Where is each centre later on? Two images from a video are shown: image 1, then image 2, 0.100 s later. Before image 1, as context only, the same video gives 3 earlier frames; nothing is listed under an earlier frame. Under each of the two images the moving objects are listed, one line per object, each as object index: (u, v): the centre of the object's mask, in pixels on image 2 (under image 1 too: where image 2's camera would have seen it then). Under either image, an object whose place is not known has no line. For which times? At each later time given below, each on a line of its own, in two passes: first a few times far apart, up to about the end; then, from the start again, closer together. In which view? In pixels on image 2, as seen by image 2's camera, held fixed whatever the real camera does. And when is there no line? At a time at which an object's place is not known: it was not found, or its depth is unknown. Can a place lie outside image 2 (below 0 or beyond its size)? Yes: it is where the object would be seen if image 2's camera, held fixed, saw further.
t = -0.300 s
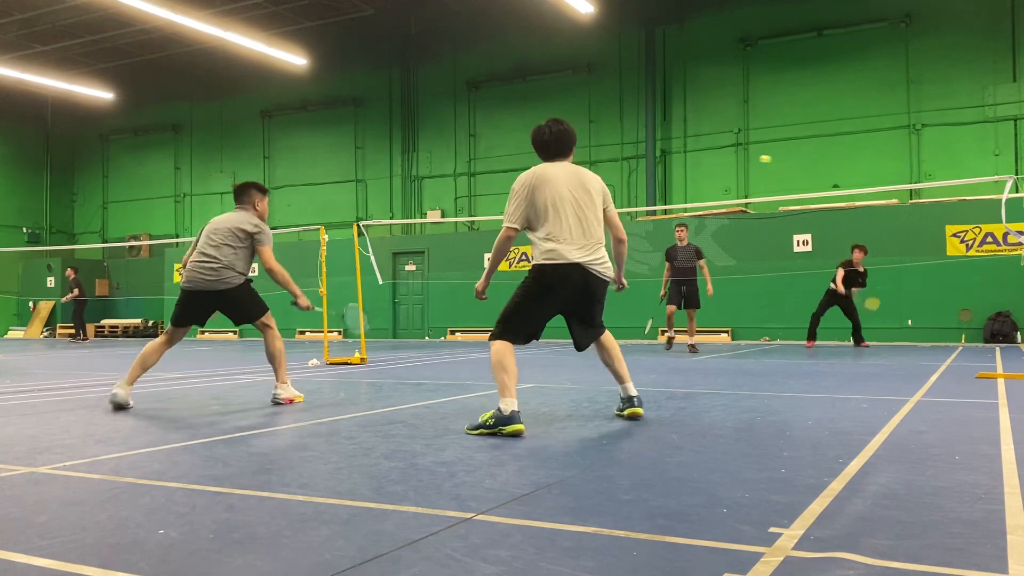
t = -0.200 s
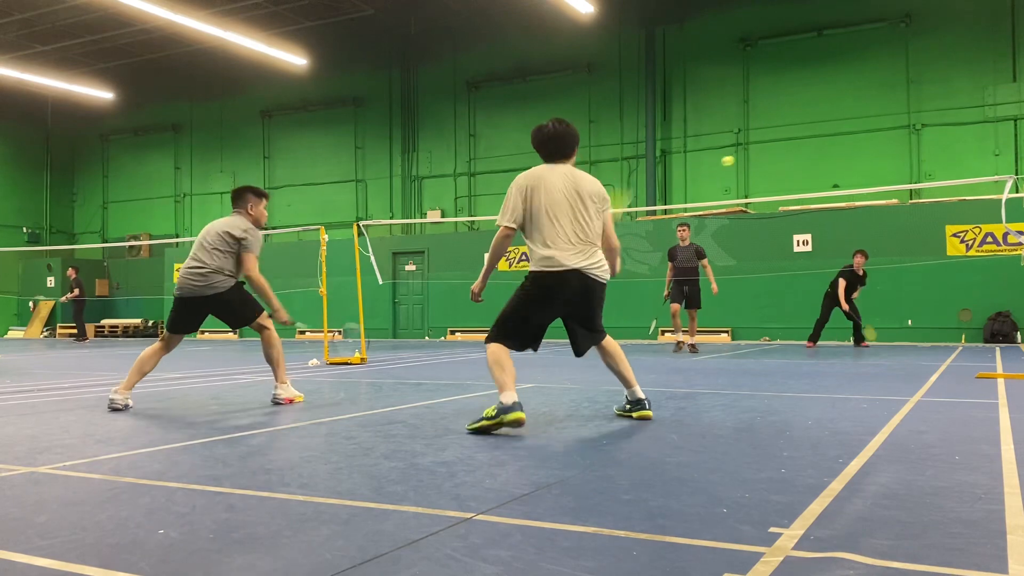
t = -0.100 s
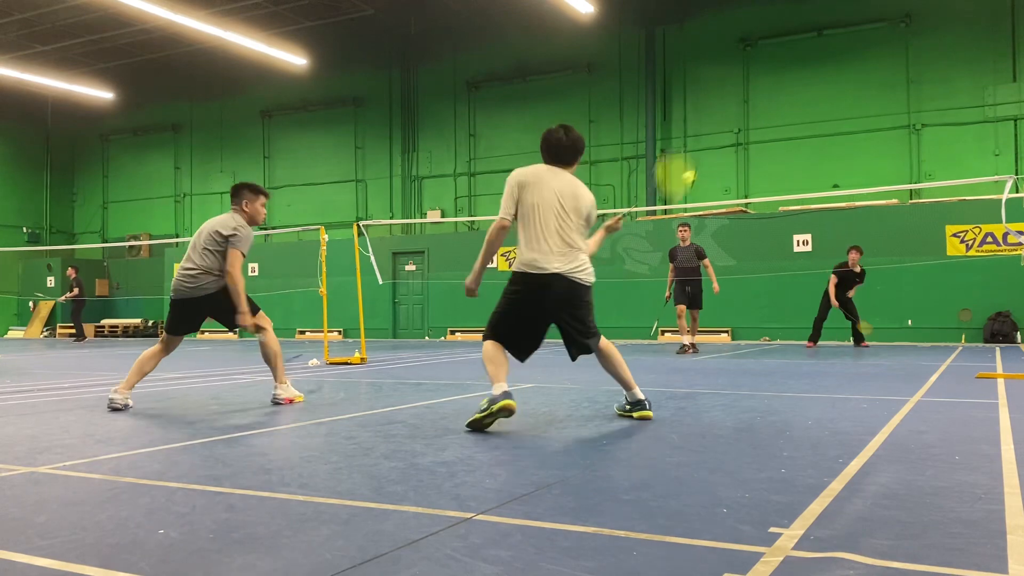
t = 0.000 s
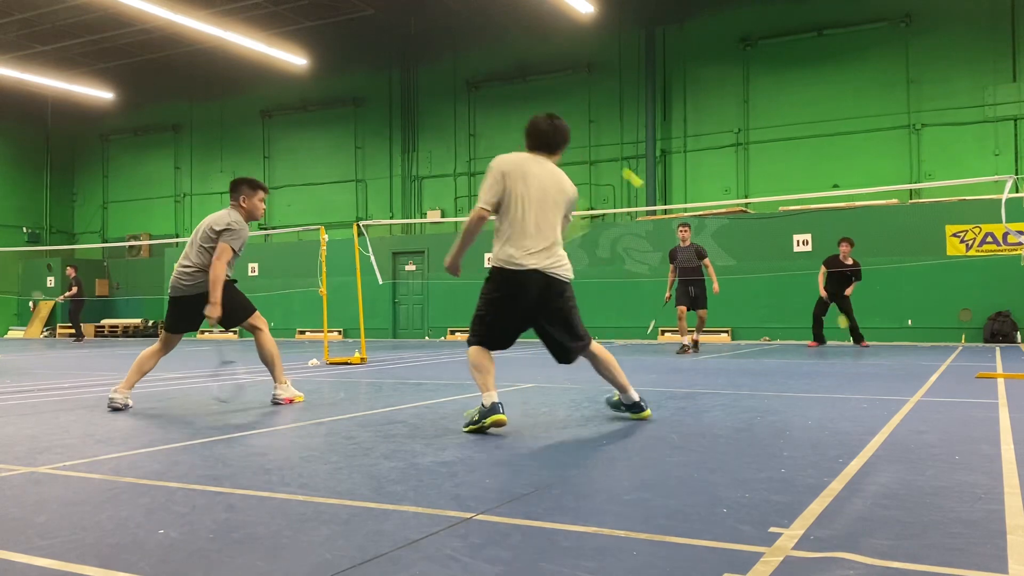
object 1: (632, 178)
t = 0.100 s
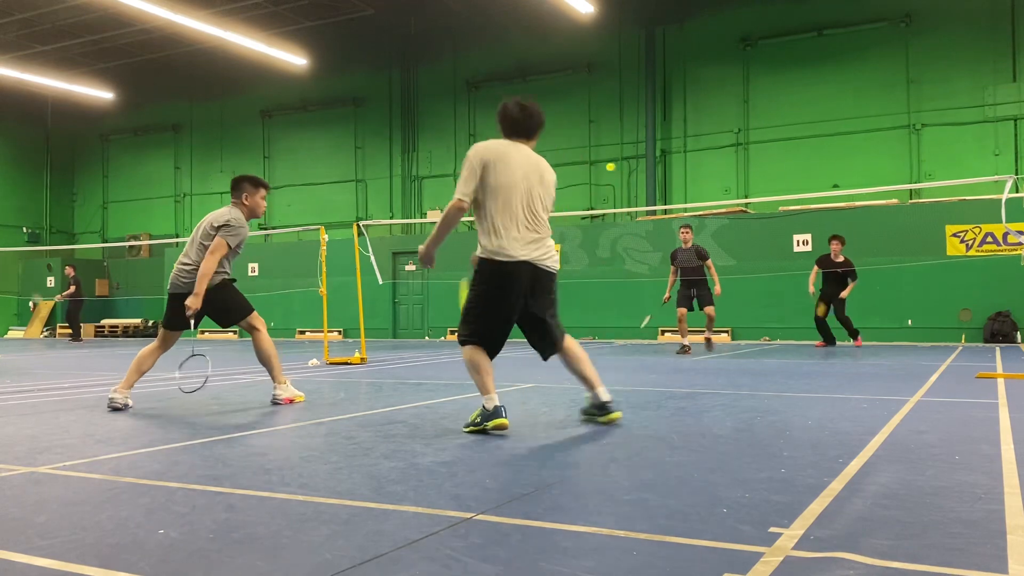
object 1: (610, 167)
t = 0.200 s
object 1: (599, 168)
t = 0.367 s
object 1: (591, 187)
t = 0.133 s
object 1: (605, 165)
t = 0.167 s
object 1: (602, 166)
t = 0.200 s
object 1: (599, 168)
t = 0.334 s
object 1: (592, 183)
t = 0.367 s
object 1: (591, 187)
